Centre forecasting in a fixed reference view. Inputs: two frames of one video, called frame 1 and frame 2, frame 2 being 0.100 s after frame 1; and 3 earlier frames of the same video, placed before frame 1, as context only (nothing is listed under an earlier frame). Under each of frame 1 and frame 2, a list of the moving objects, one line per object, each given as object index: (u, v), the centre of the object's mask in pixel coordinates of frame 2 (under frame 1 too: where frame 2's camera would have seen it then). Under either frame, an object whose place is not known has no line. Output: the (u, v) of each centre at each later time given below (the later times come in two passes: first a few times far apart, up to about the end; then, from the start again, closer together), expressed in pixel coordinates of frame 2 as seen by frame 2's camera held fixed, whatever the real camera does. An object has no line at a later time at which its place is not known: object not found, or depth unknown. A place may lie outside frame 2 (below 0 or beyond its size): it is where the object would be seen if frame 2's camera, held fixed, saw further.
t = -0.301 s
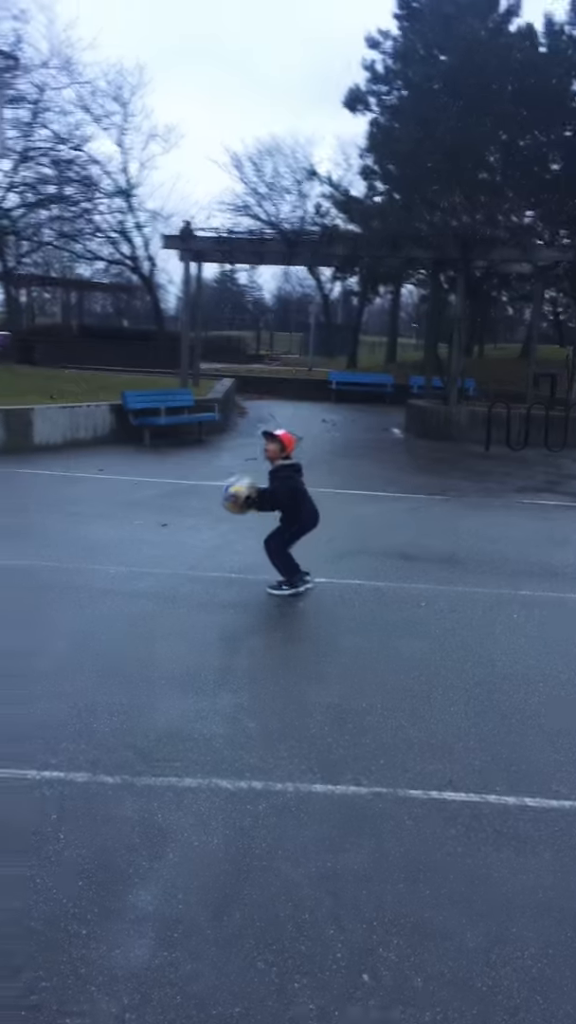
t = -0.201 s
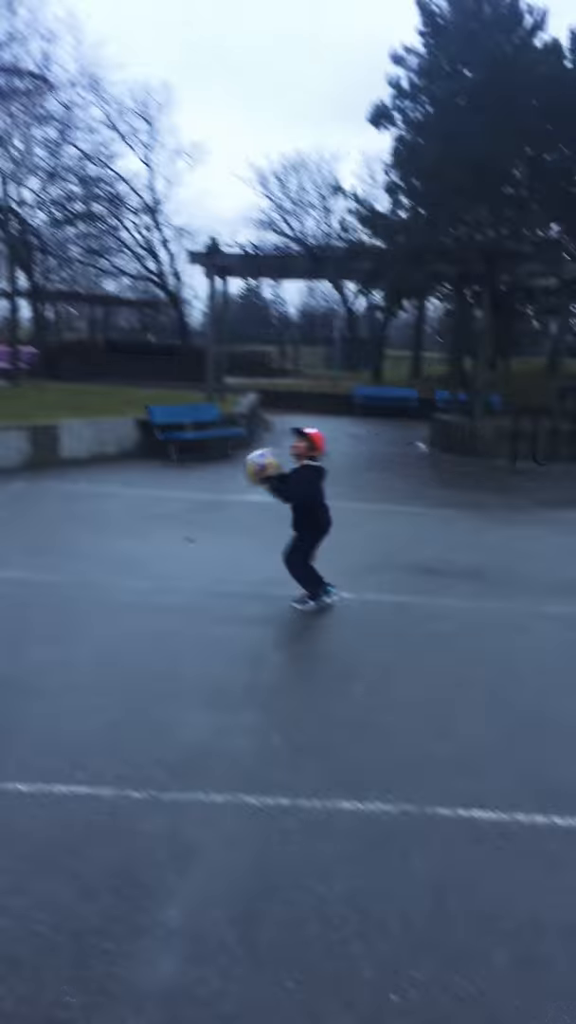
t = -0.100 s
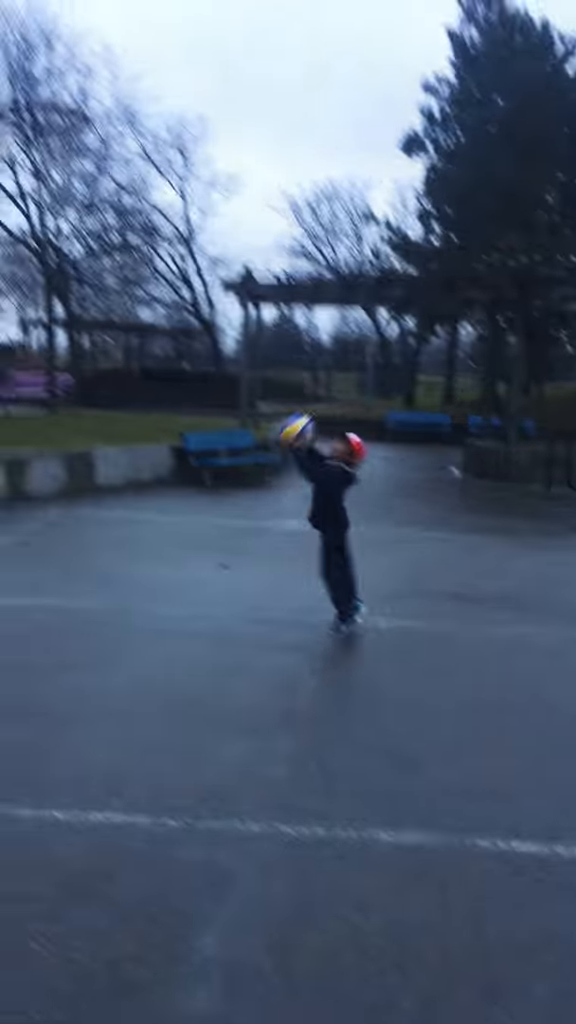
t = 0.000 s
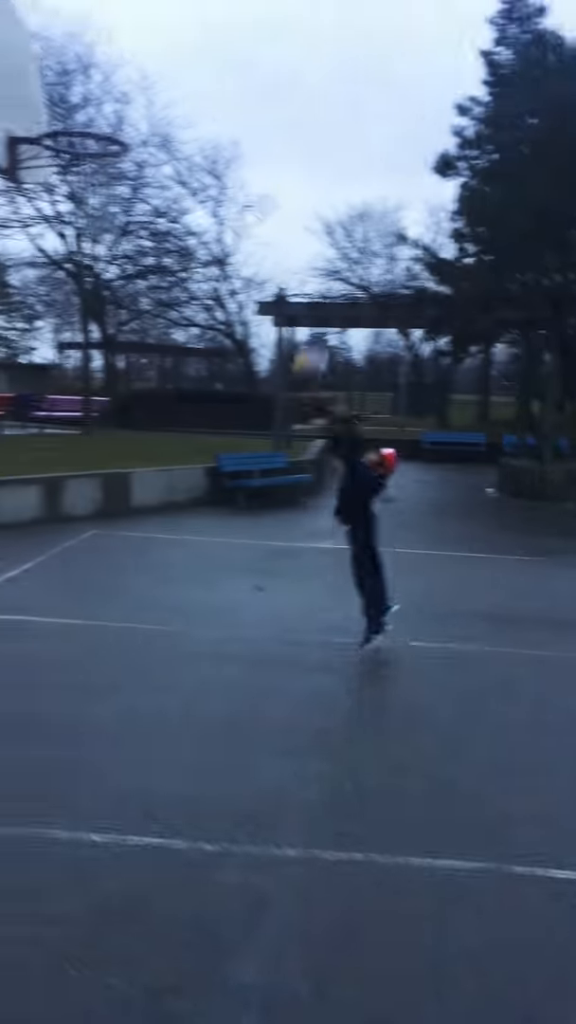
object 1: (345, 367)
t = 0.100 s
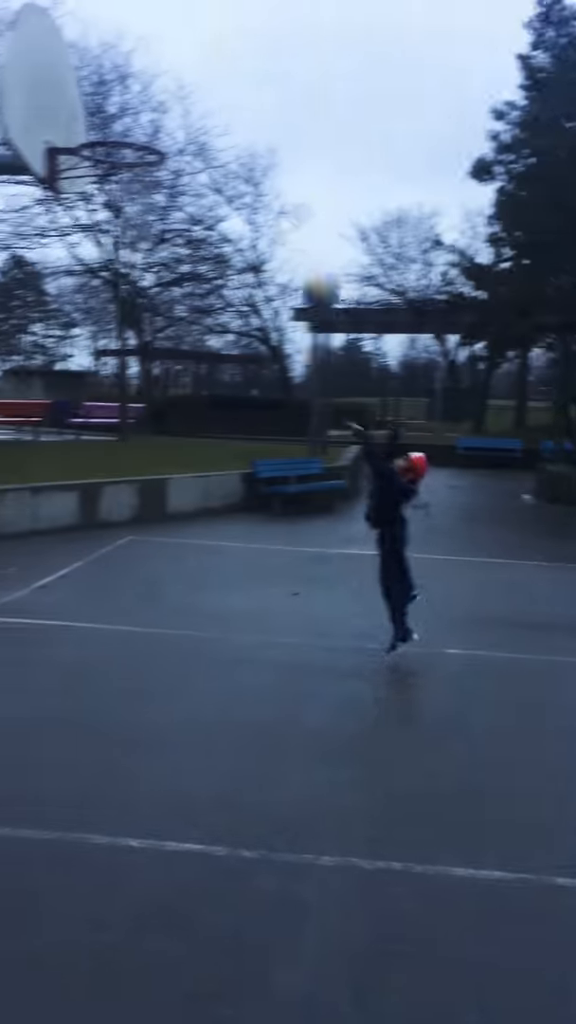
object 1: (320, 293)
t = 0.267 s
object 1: (275, 187)
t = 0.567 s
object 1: (179, 101)
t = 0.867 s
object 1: (138, 146)
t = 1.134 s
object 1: (110, 124)
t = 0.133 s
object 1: (313, 268)
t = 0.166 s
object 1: (304, 247)
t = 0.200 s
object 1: (294, 224)
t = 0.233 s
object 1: (286, 205)
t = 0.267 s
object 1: (275, 187)
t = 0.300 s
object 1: (265, 170)
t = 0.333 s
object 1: (257, 156)
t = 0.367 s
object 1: (246, 142)
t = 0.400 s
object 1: (236, 131)
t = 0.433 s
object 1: (225, 121)
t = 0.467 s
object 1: (214, 113)
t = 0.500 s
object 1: (203, 107)
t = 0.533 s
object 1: (192, 103)
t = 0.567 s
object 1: (179, 101)
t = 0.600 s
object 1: (168, 100)
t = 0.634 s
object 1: (156, 102)
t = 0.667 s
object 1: (145, 106)
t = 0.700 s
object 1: (133, 111)
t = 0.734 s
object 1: (121, 120)
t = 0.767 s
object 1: (109, 128)
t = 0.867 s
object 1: (138, 146)
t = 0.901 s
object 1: (142, 146)
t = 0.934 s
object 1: (132, 130)
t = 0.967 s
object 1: (123, 129)
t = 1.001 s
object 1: (116, 128)
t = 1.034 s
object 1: (104, 128)
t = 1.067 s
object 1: (97, 129)
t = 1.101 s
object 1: (103, 125)
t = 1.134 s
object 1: (110, 124)
